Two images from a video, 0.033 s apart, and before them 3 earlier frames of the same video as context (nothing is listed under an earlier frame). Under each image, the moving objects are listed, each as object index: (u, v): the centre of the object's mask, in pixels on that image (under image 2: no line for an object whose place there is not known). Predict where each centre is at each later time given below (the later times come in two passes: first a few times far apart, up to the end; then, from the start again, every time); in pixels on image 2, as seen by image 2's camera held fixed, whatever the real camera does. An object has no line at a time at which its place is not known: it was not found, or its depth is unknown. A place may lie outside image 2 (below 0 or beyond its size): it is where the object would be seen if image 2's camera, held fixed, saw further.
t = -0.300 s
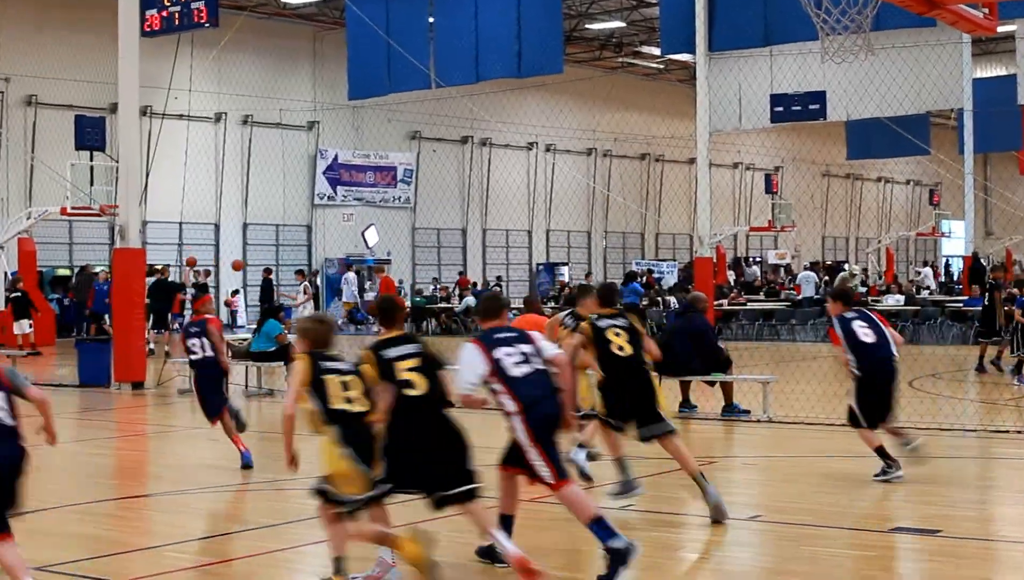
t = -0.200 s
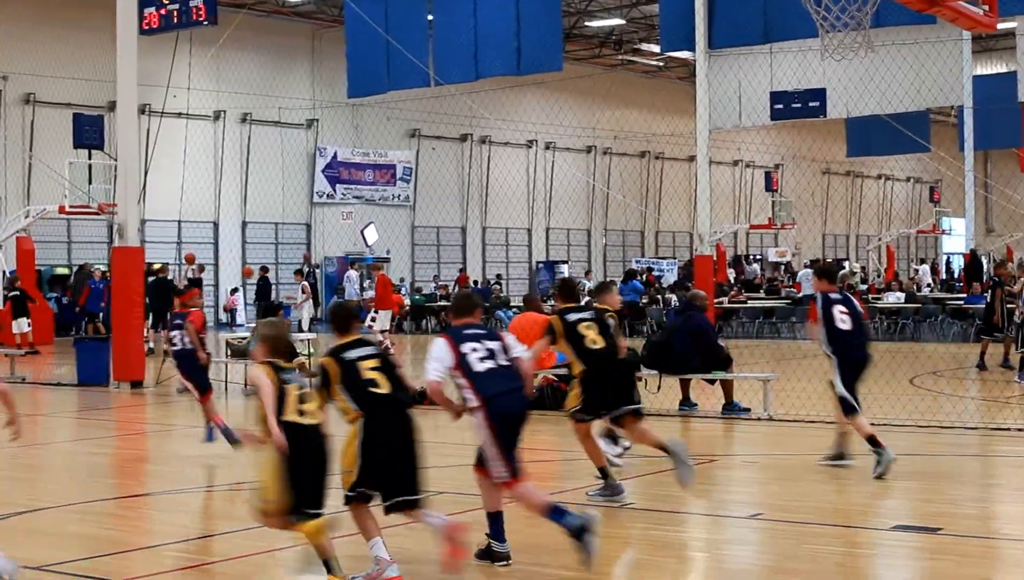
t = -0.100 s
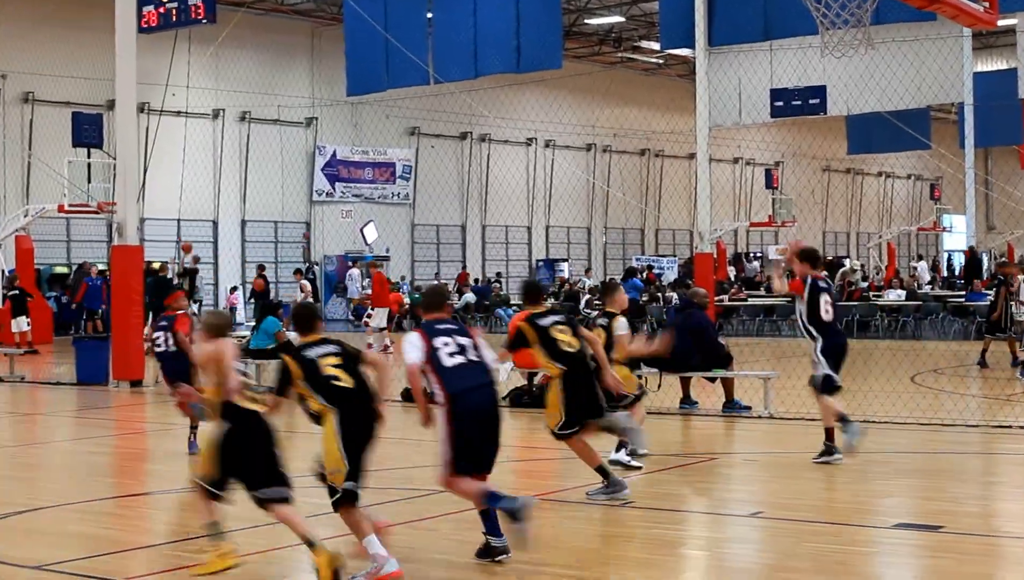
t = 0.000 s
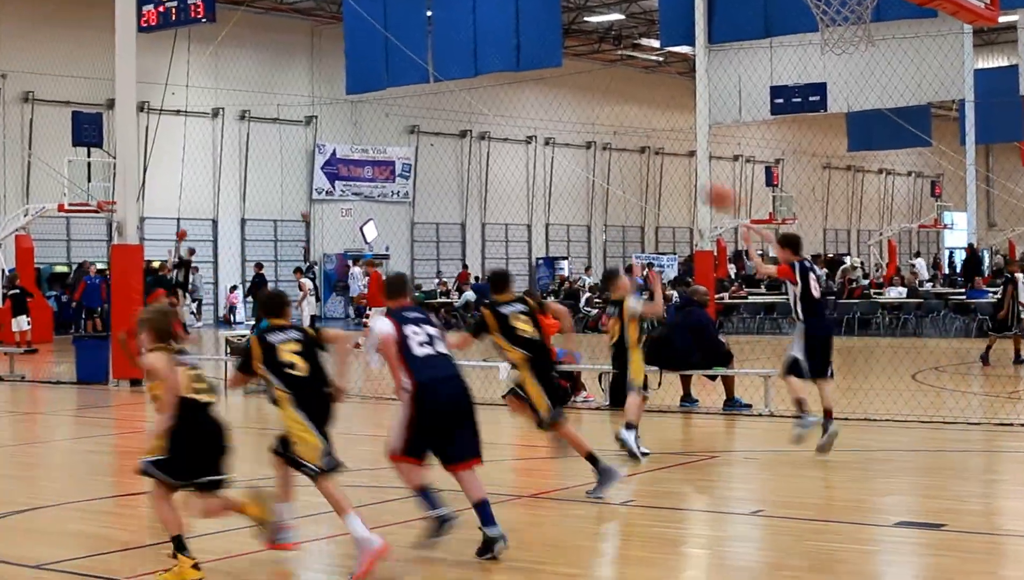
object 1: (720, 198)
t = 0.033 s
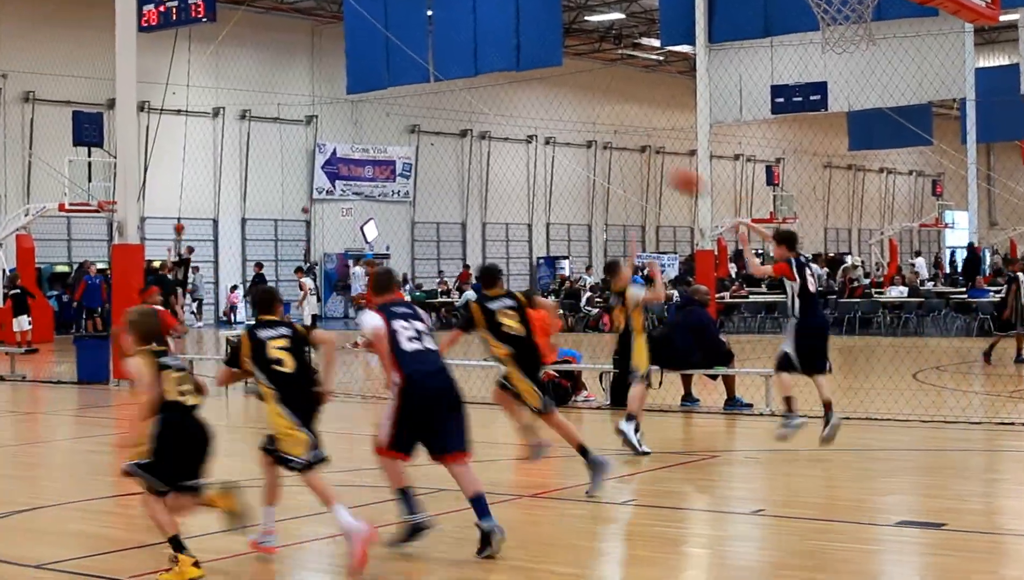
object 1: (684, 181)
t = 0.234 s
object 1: (508, 122)
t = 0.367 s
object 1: (410, 110)
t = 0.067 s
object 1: (654, 168)
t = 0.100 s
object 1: (625, 157)
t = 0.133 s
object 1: (592, 146)
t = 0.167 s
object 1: (564, 136)
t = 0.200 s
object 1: (536, 130)
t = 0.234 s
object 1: (508, 122)
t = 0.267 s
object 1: (483, 117)
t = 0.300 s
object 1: (457, 113)
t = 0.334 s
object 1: (434, 111)
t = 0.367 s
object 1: (410, 110)
